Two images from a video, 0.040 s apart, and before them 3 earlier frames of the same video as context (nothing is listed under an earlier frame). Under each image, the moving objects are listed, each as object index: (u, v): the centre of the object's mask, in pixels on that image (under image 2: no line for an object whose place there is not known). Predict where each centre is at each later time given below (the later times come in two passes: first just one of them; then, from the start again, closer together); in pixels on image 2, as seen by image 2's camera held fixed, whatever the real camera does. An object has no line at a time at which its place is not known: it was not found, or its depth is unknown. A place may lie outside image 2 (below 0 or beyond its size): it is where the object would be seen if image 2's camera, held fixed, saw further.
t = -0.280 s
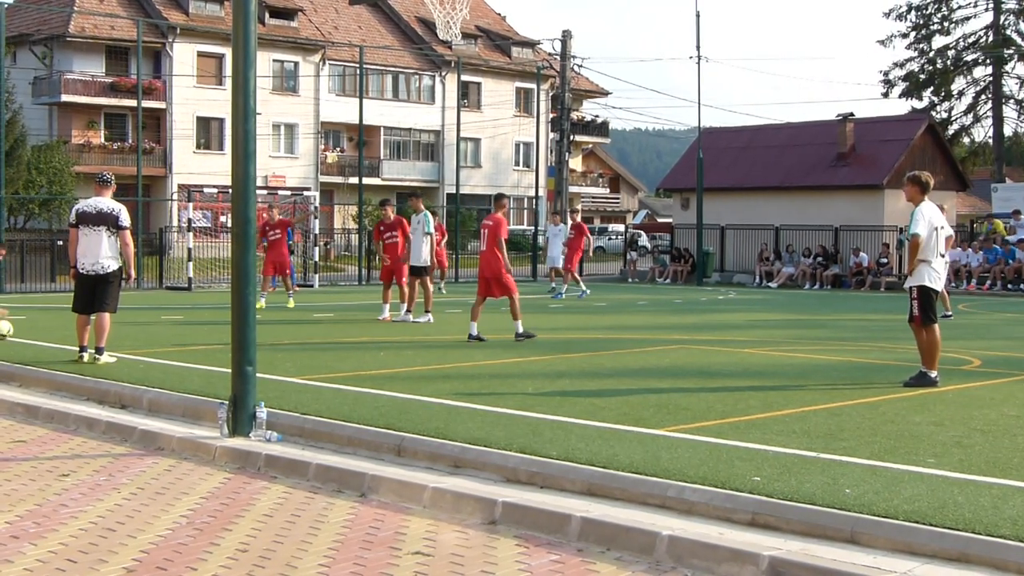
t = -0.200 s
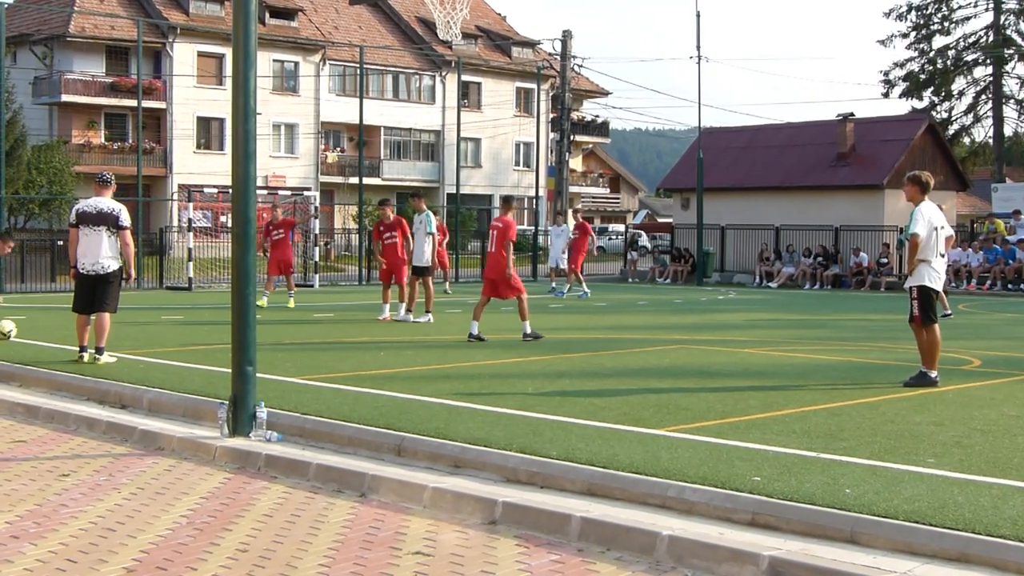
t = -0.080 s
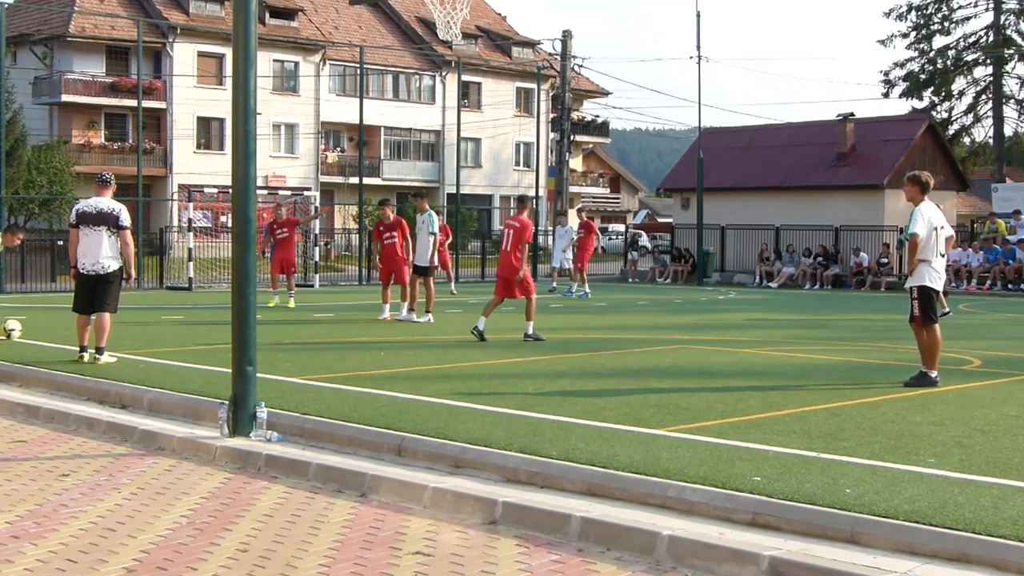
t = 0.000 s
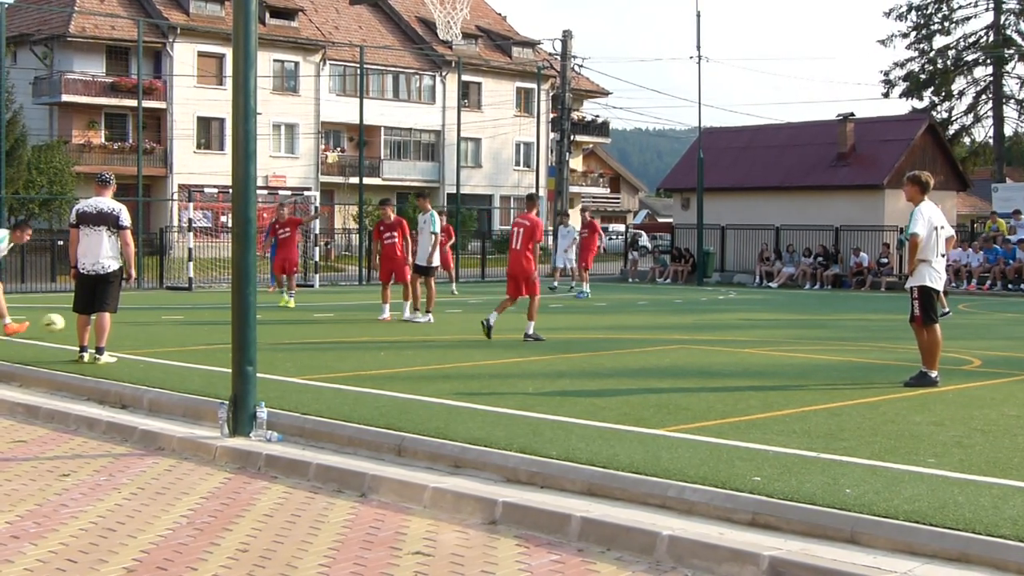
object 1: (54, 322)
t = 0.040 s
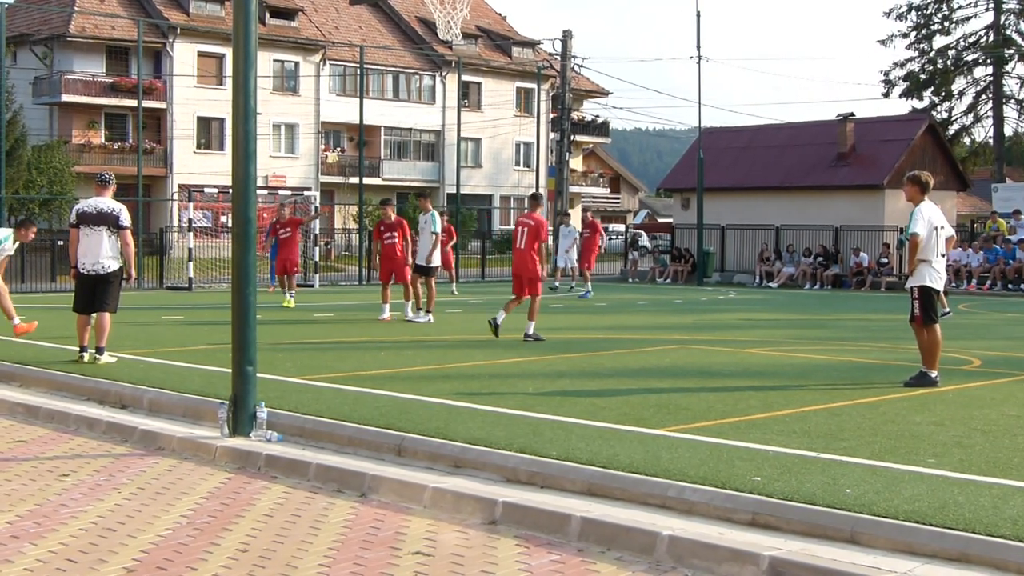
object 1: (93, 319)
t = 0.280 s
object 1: (324, 322)
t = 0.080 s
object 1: (135, 315)
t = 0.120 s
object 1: (174, 313)
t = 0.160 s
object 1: (213, 313)
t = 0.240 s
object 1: (287, 318)
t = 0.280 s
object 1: (324, 322)
